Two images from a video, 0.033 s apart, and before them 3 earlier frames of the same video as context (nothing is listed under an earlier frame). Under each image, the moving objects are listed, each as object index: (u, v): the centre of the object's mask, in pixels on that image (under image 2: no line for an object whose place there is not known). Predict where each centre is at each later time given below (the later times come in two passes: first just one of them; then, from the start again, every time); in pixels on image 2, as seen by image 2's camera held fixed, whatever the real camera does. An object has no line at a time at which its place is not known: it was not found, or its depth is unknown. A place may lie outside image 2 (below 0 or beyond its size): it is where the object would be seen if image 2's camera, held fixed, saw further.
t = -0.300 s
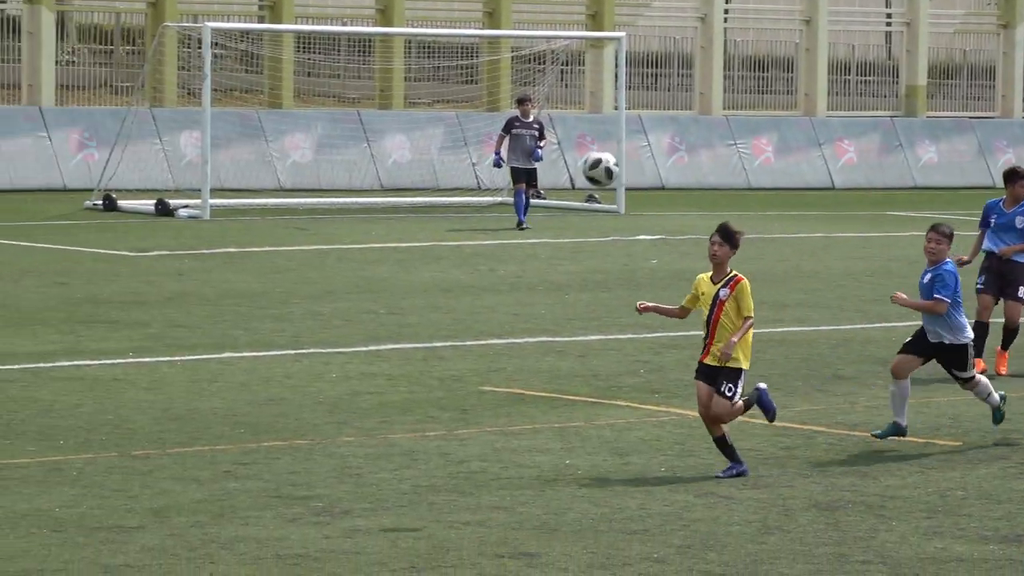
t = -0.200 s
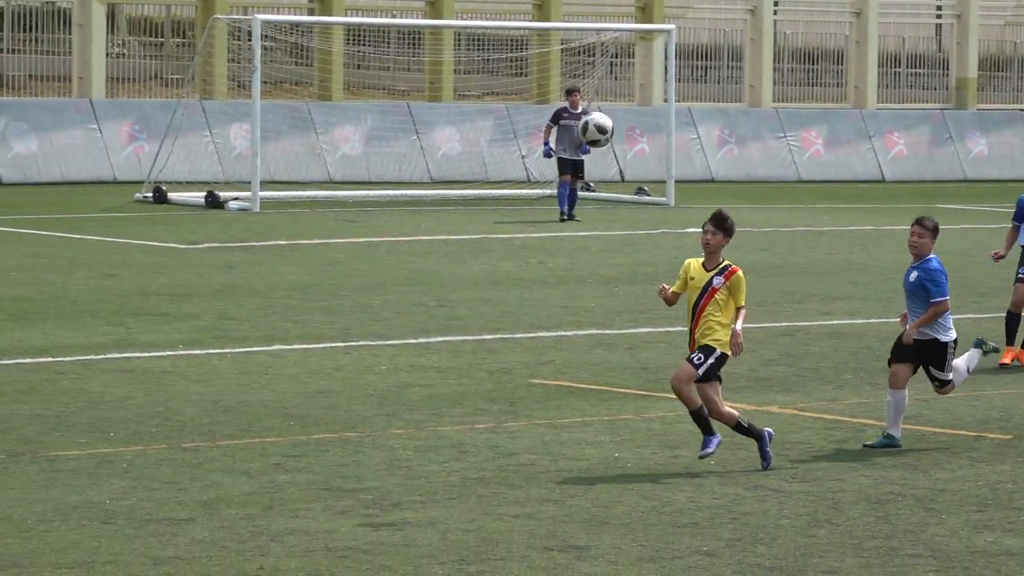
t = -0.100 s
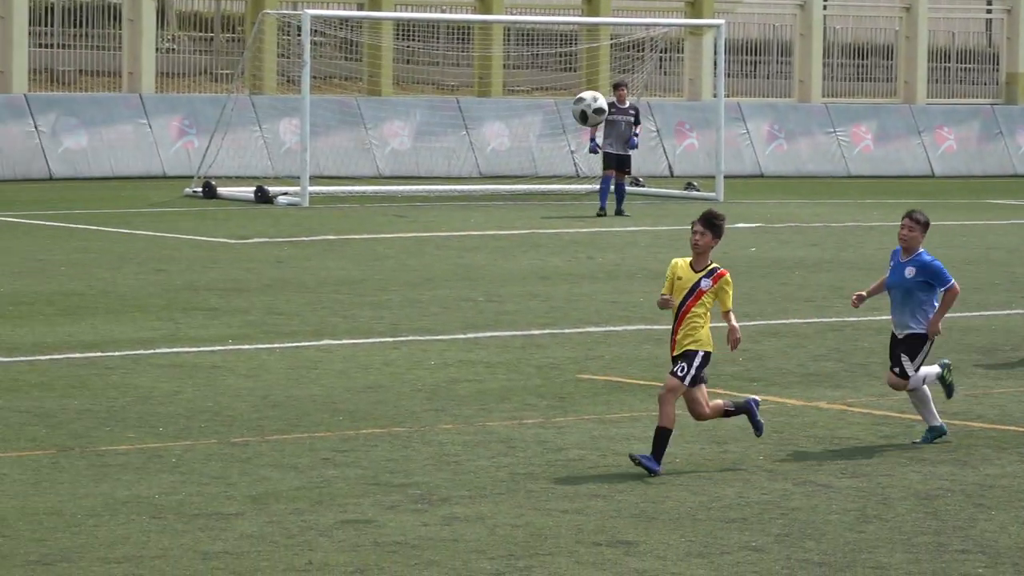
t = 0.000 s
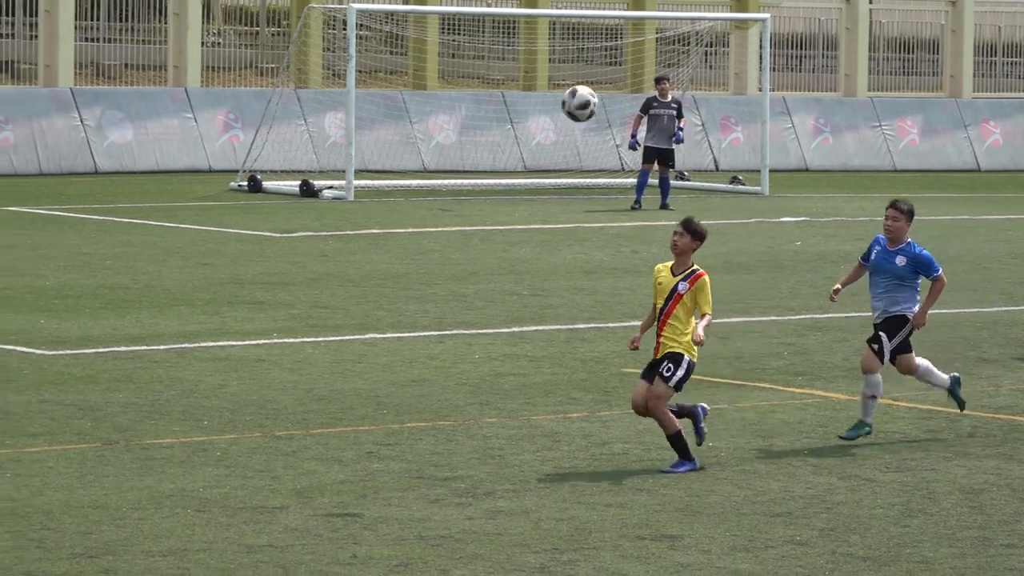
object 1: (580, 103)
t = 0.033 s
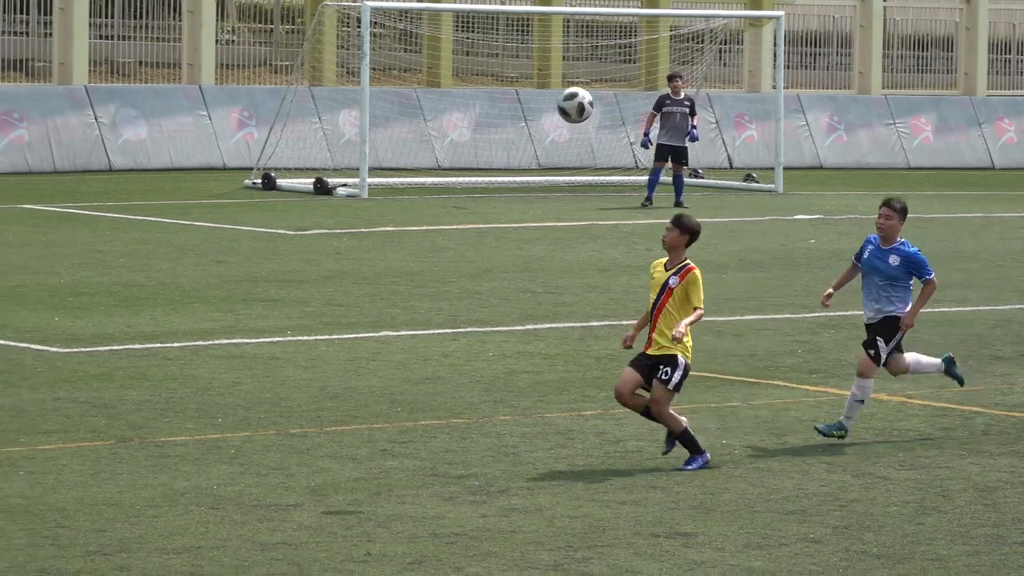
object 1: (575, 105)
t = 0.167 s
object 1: (501, 139)
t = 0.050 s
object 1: (566, 107)
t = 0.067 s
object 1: (556, 110)
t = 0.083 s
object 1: (547, 114)
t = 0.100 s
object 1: (538, 118)
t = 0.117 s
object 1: (529, 123)
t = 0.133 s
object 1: (519, 128)
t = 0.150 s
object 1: (511, 133)
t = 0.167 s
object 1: (501, 139)
